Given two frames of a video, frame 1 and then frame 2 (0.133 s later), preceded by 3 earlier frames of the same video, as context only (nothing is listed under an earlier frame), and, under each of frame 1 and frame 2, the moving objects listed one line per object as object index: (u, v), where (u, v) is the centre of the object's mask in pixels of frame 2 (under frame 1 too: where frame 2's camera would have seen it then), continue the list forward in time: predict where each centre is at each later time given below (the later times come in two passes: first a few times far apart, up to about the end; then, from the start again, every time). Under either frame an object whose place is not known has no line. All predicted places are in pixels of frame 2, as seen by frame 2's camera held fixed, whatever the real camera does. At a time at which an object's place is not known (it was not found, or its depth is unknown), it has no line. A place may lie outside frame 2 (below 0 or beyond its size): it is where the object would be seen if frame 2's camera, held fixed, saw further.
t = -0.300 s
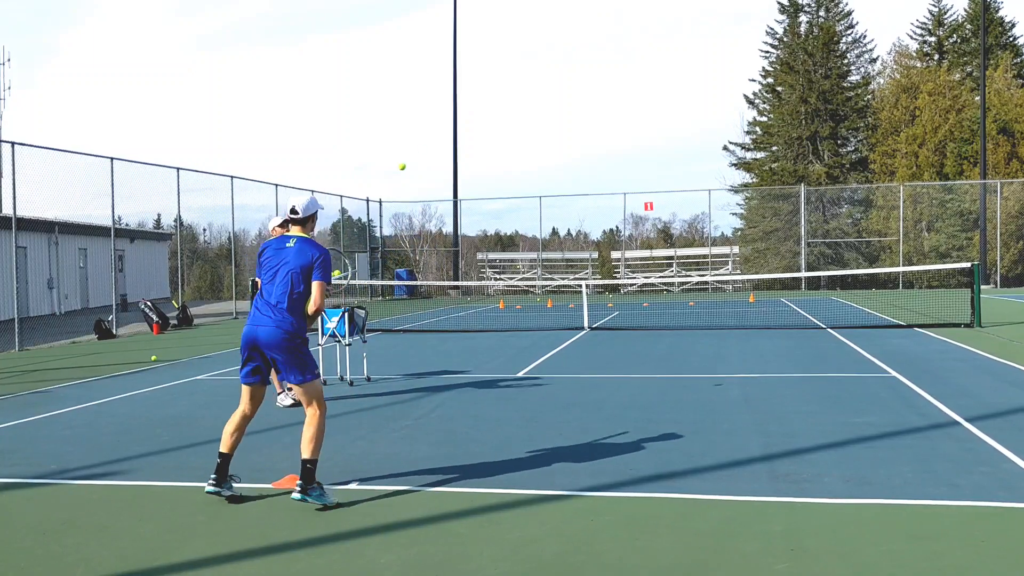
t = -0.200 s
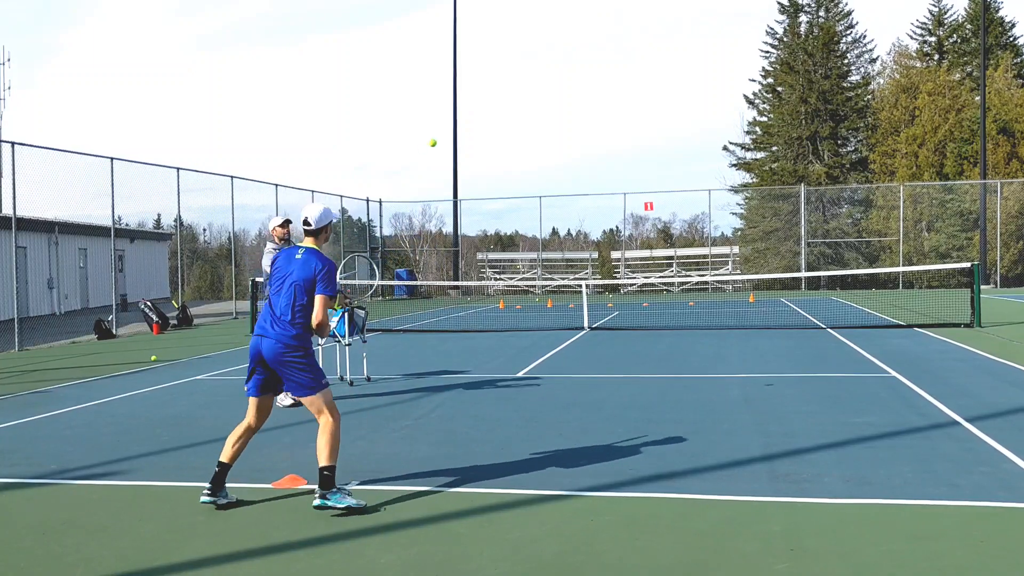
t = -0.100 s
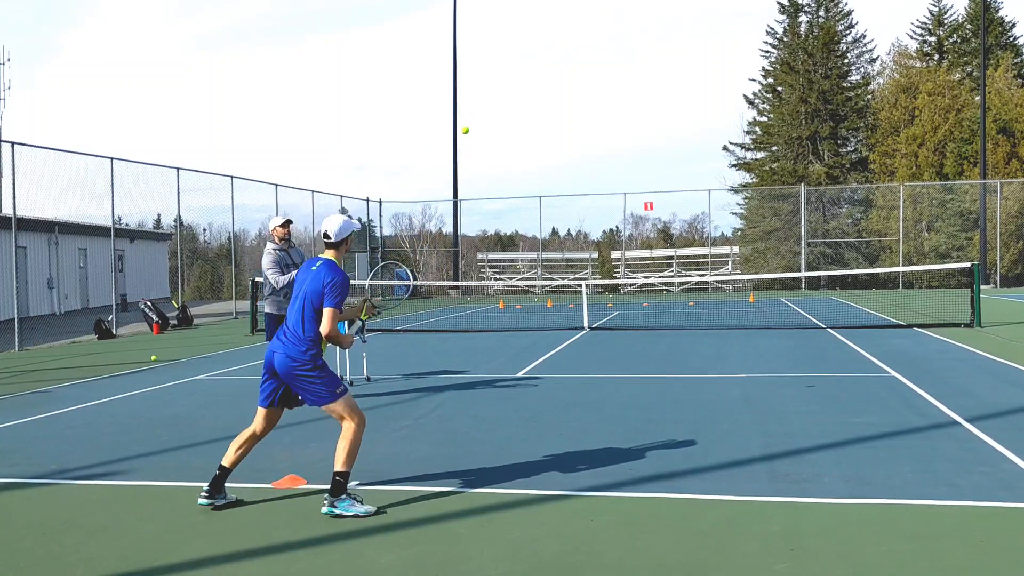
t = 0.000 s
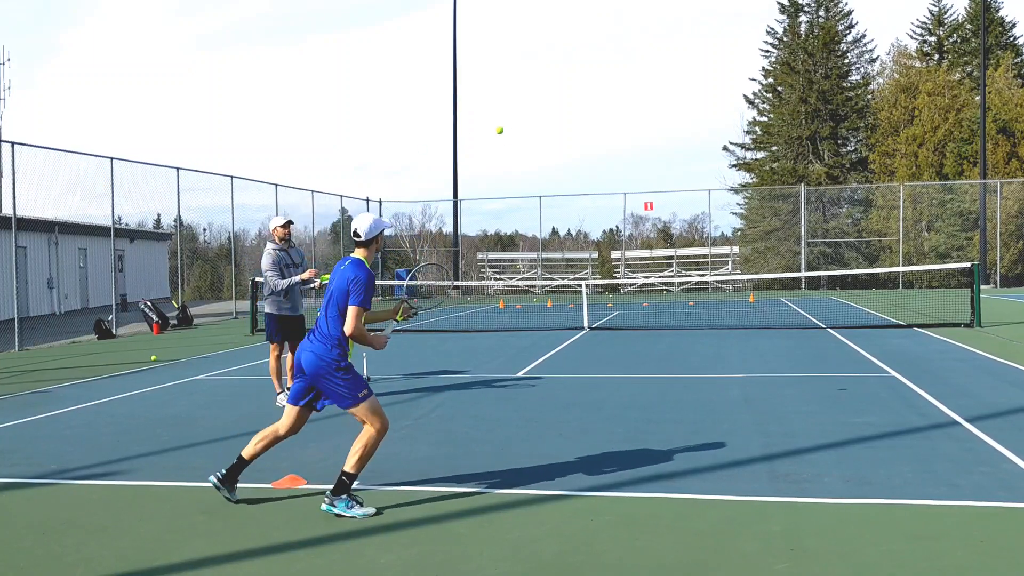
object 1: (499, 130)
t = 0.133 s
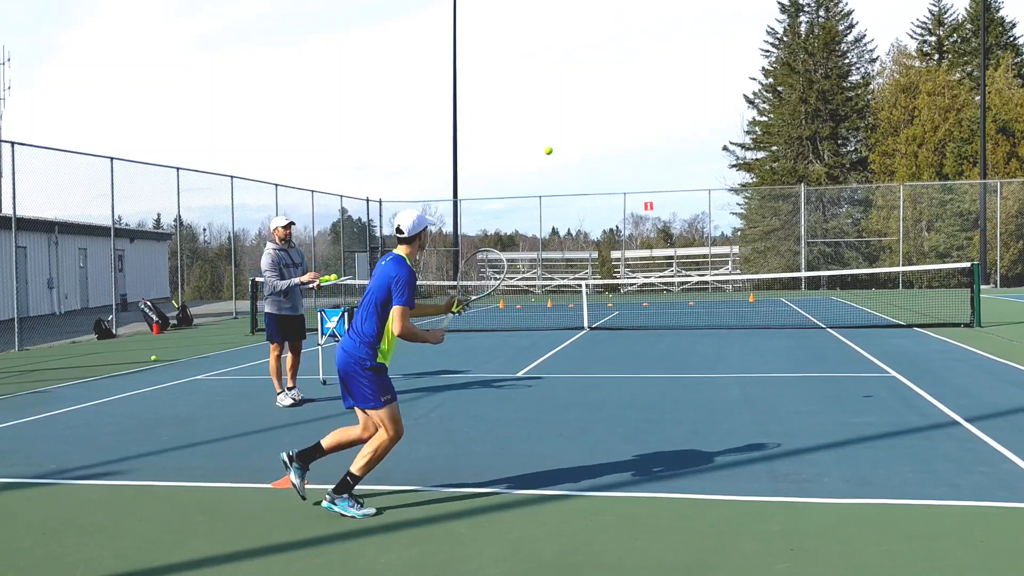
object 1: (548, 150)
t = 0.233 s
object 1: (587, 183)
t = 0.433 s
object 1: (672, 295)
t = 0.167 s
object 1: (561, 160)
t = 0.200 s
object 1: (574, 170)
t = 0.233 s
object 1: (587, 183)
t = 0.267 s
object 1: (601, 197)
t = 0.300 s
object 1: (614, 213)
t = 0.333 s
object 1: (628, 230)
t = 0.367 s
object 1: (643, 250)
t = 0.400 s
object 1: (657, 272)
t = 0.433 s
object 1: (672, 295)
